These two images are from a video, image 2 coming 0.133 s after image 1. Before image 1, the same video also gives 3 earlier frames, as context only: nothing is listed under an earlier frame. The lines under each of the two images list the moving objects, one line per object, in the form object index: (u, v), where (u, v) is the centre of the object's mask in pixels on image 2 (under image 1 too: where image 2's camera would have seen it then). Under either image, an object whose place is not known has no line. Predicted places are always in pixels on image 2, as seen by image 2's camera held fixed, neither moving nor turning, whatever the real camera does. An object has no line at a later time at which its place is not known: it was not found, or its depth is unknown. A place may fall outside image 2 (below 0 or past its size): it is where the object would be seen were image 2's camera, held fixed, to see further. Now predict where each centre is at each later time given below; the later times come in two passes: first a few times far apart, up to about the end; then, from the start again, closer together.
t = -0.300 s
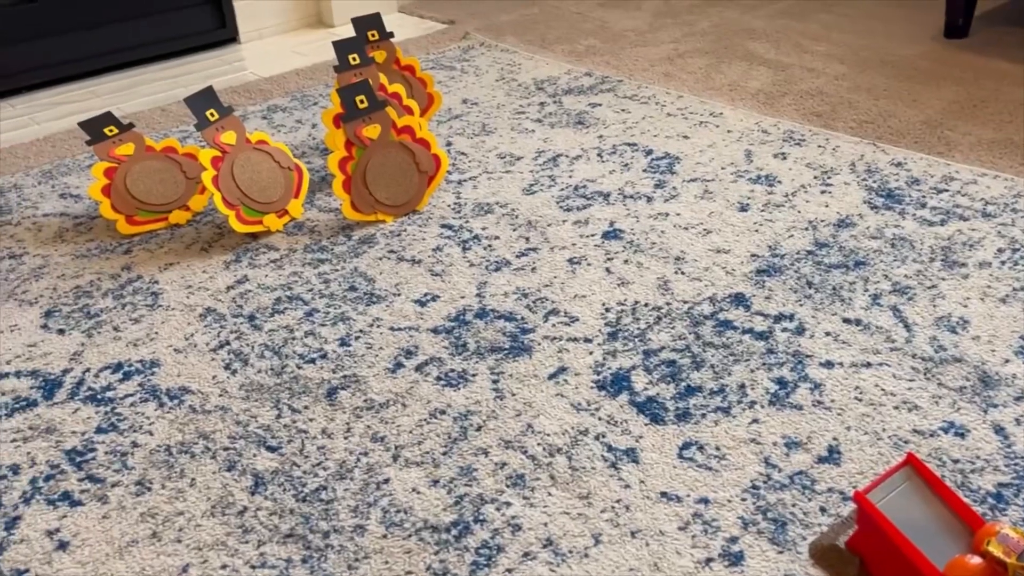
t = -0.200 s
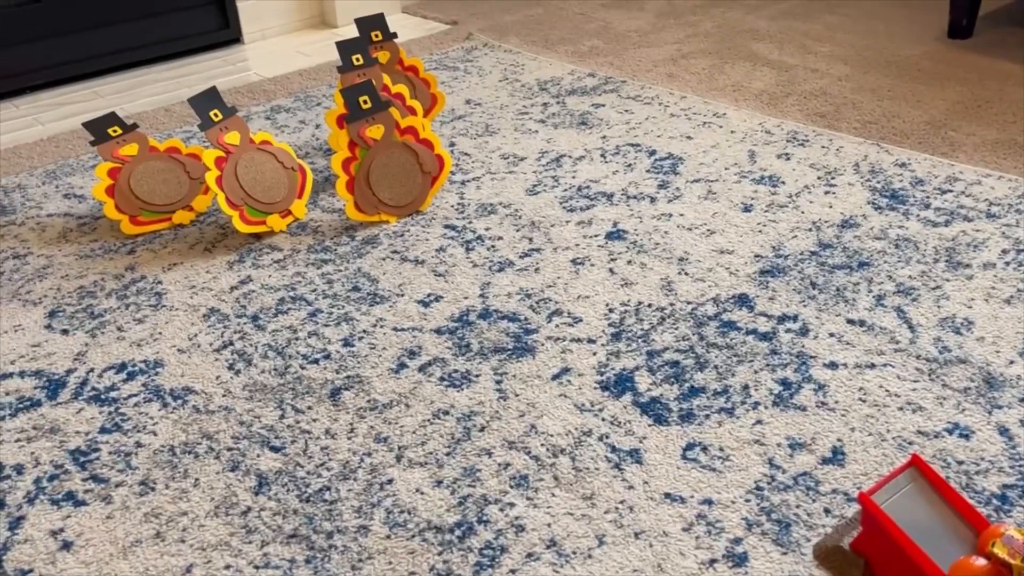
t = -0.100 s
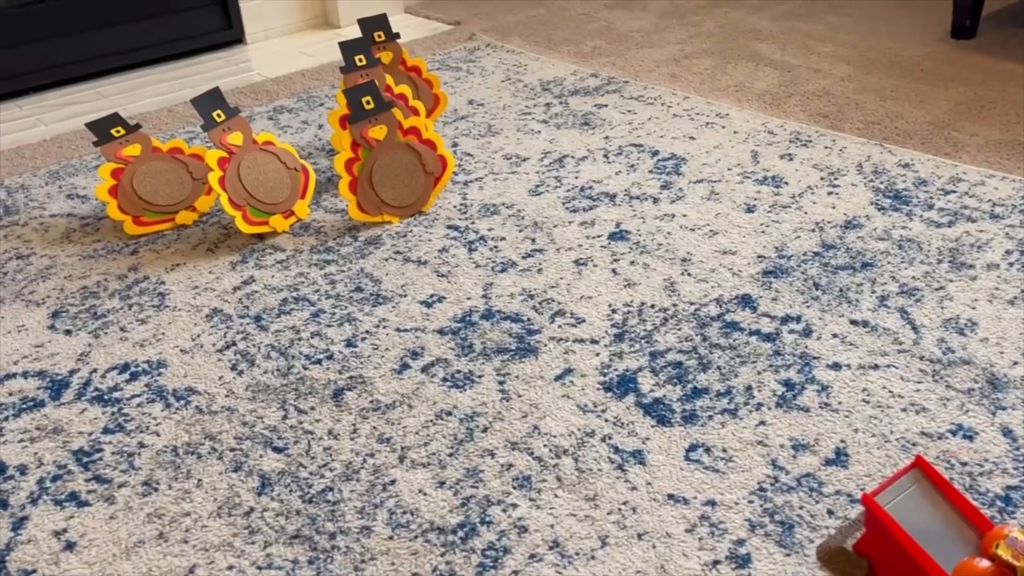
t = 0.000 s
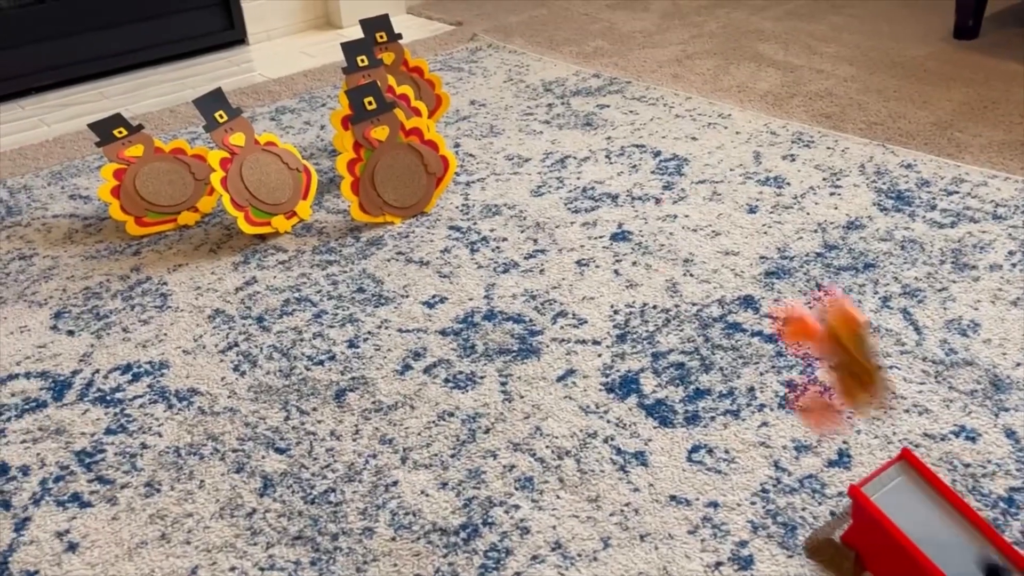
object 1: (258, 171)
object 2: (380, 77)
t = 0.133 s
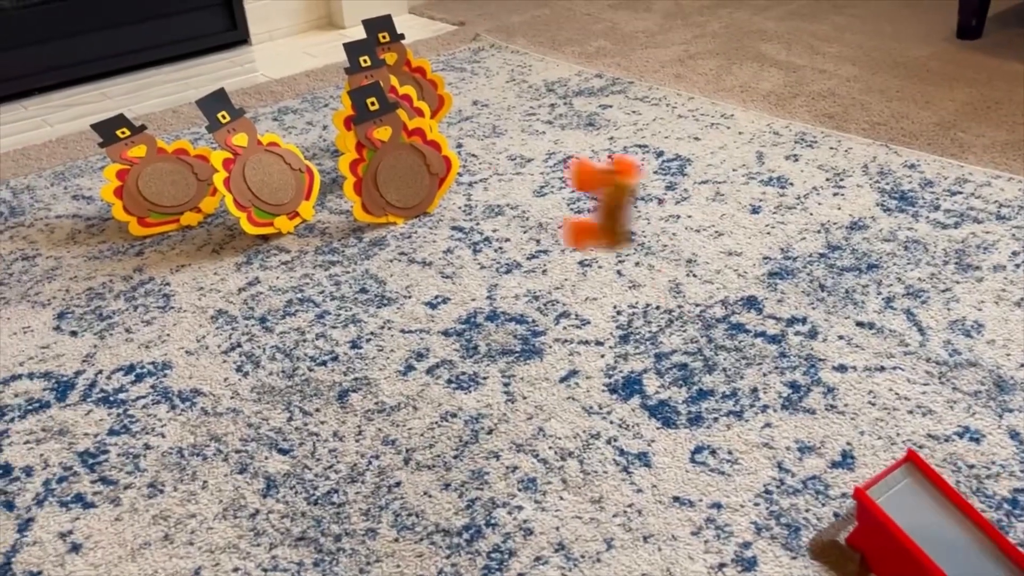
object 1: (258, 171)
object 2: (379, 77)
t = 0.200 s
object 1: (258, 171)
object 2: (379, 76)
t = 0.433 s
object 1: (258, 171)
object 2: (378, 76)
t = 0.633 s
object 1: (256, 171)
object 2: (378, 109)
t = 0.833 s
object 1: (264, 178)
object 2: (366, 124)
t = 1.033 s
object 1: (283, 186)
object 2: (362, 122)
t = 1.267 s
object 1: (297, 187)
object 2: (358, 125)
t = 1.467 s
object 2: (358, 125)
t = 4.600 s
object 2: (357, 126)
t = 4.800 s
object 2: (357, 126)
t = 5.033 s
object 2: (357, 126)
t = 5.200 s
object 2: (357, 126)
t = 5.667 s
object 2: (357, 126)
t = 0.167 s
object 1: (258, 171)
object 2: (379, 76)
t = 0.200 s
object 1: (258, 171)
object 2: (379, 76)
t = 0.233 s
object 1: (258, 171)
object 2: (379, 76)
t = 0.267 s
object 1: (258, 171)
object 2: (379, 76)
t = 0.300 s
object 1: (258, 171)
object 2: (380, 77)
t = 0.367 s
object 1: (258, 171)
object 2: (379, 77)
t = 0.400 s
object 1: (258, 171)
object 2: (379, 77)
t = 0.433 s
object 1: (258, 171)
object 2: (378, 76)
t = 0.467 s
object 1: (258, 171)
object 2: (380, 81)
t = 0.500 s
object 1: (258, 171)
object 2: (379, 87)
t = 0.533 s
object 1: (258, 171)
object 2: (379, 95)
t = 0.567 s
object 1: (258, 171)
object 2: (374, 100)
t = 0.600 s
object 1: (258, 171)
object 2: (377, 104)
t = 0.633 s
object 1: (256, 171)
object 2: (378, 109)
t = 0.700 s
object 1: (255, 175)
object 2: (380, 112)
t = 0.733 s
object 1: (255, 176)
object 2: (375, 121)
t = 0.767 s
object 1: (257, 176)
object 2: (372, 122)
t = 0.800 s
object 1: (260, 177)
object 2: (368, 123)
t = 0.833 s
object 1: (264, 178)
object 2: (366, 124)
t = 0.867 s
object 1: (268, 181)
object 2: (365, 124)
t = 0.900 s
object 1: (272, 182)
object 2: (363, 122)
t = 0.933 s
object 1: (279, 184)
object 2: (364, 121)
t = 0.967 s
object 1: (281, 184)
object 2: (364, 120)
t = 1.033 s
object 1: (283, 186)
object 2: (362, 122)
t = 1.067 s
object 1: (286, 187)
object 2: (361, 122)
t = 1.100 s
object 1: (290, 189)
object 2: (360, 122)
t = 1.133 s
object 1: (292, 189)
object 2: (360, 123)
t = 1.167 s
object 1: (294, 189)
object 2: (359, 123)
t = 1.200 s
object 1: (296, 188)
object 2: (359, 124)
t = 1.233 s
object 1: (297, 187)
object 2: (358, 124)
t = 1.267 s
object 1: (297, 187)
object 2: (358, 125)
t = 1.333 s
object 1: (297, 190)
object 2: (358, 124)
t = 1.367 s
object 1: (297, 190)
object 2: (358, 124)
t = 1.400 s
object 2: (358, 124)
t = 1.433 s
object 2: (358, 125)
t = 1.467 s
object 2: (358, 125)
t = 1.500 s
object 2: (358, 125)
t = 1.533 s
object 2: (358, 125)
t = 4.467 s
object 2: (357, 126)
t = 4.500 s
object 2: (357, 126)
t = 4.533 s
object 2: (357, 126)
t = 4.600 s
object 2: (357, 126)
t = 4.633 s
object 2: (357, 126)
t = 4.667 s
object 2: (357, 126)
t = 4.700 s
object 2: (357, 126)
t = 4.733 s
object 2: (357, 126)
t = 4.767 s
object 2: (357, 126)
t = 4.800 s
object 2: (357, 126)
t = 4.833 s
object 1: (302, 198)
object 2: (357, 126)
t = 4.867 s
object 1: (303, 198)
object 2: (357, 126)
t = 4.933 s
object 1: (302, 198)
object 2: (357, 126)
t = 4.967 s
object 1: (303, 197)
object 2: (357, 126)
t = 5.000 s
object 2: (357, 126)
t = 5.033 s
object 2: (357, 126)
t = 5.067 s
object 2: (357, 126)
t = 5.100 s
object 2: (357, 126)
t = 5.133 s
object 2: (357, 126)
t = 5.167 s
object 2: (357, 126)
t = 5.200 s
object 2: (357, 126)
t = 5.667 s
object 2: (357, 126)
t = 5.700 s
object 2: (357, 126)
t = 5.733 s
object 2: (357, 126)
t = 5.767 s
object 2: (357, 126)
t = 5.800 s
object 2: (357, 126)
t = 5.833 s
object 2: (357, 126)
